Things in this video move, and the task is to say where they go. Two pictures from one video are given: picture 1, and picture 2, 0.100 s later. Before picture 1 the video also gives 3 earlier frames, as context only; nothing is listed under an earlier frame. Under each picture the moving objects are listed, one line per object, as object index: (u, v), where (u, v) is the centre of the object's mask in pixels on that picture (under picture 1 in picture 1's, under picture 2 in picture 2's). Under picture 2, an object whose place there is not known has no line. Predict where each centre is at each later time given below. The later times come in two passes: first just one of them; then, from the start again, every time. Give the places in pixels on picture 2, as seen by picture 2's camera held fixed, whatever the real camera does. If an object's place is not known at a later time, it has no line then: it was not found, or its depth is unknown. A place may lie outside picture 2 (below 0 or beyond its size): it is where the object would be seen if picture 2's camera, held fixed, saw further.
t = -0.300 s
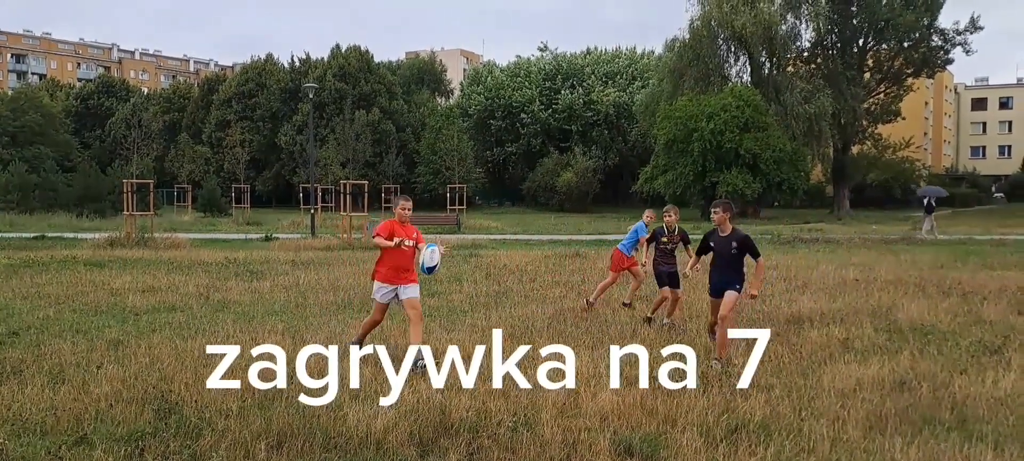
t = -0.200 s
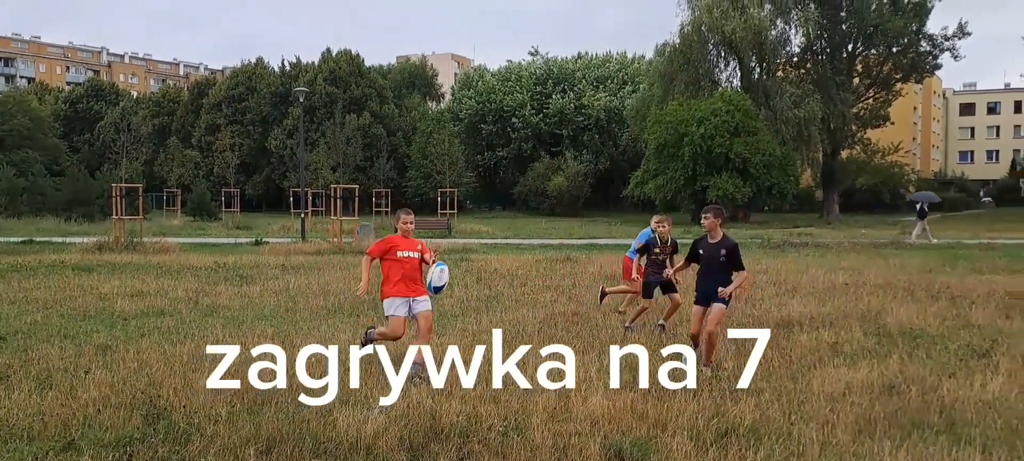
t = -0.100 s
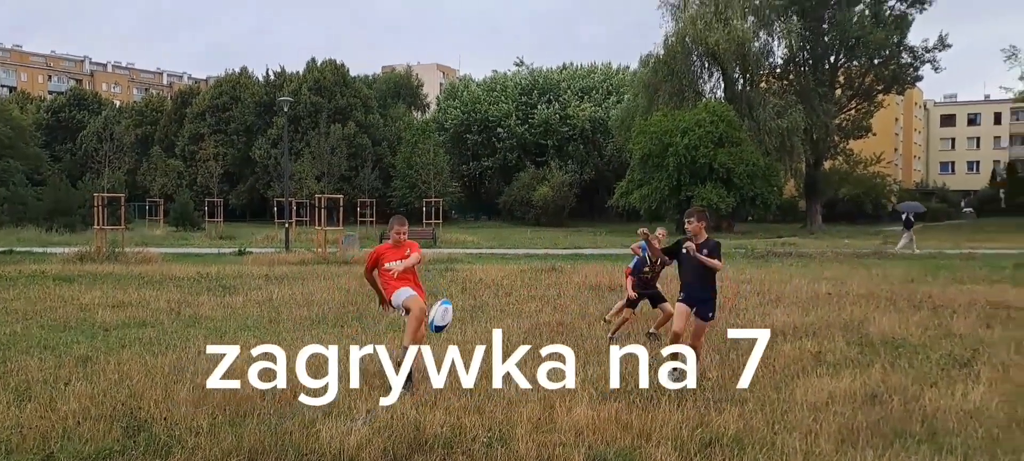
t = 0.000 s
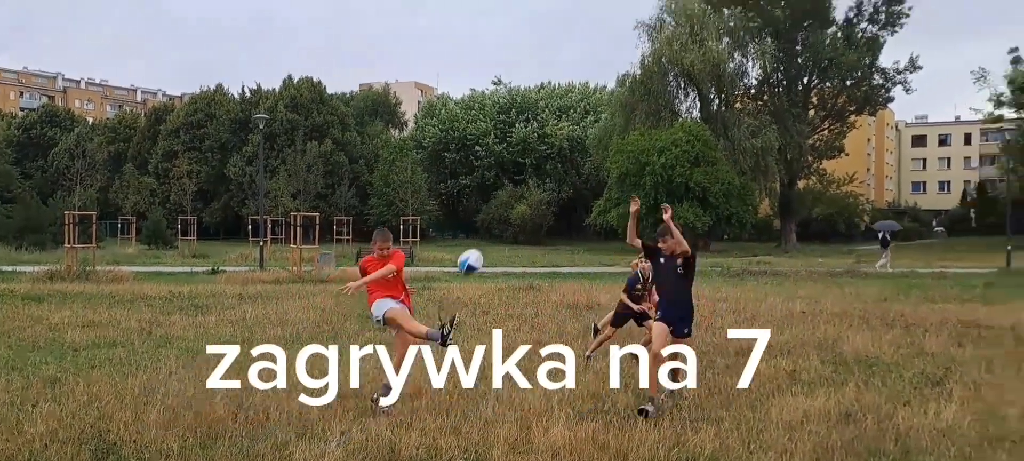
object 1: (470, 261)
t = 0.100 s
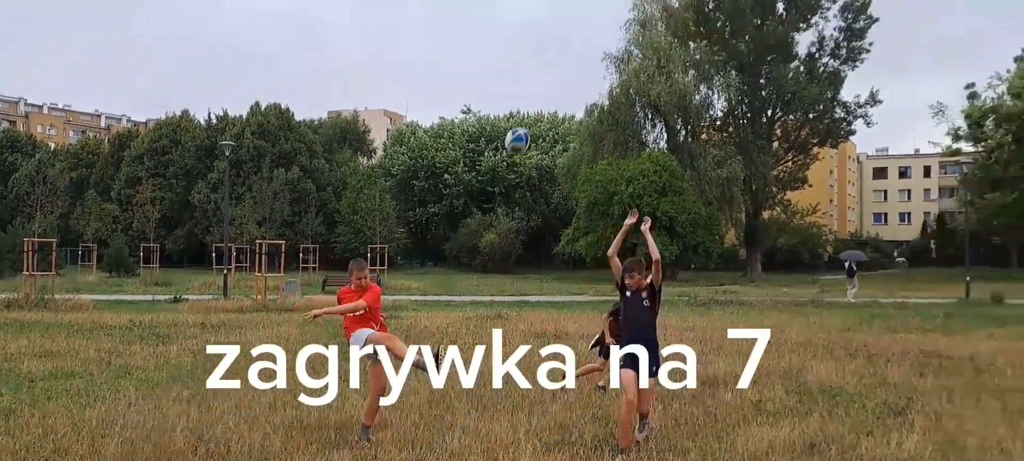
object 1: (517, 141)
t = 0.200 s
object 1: (597, 3)
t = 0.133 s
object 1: (544, 94)
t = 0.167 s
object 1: (570, 49)
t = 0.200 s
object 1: (597, 3)
